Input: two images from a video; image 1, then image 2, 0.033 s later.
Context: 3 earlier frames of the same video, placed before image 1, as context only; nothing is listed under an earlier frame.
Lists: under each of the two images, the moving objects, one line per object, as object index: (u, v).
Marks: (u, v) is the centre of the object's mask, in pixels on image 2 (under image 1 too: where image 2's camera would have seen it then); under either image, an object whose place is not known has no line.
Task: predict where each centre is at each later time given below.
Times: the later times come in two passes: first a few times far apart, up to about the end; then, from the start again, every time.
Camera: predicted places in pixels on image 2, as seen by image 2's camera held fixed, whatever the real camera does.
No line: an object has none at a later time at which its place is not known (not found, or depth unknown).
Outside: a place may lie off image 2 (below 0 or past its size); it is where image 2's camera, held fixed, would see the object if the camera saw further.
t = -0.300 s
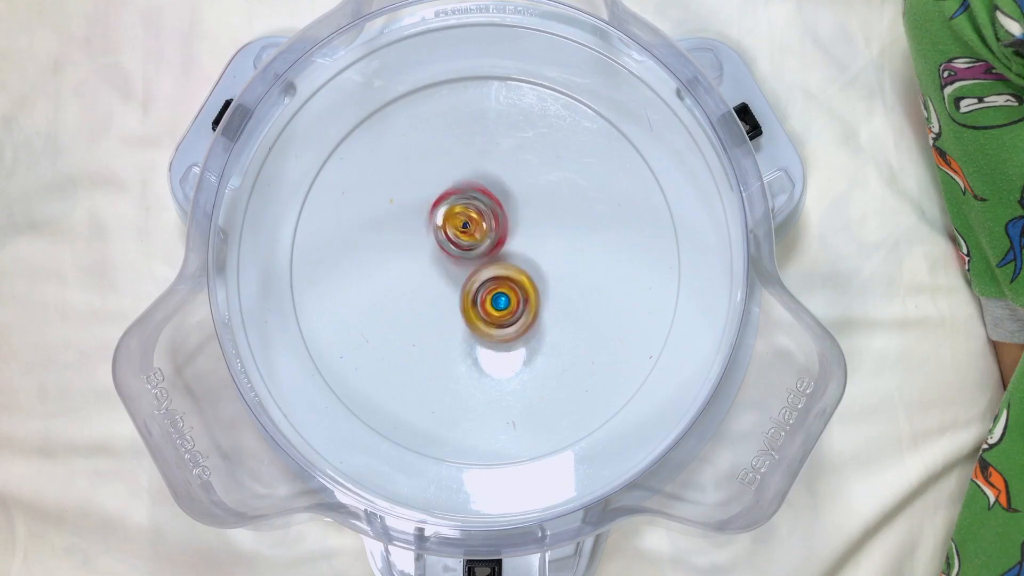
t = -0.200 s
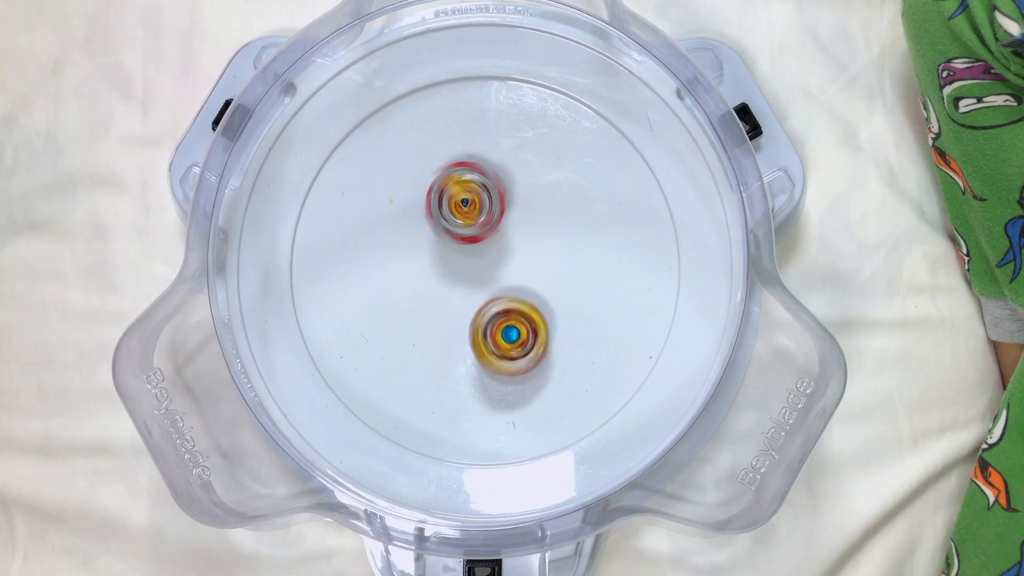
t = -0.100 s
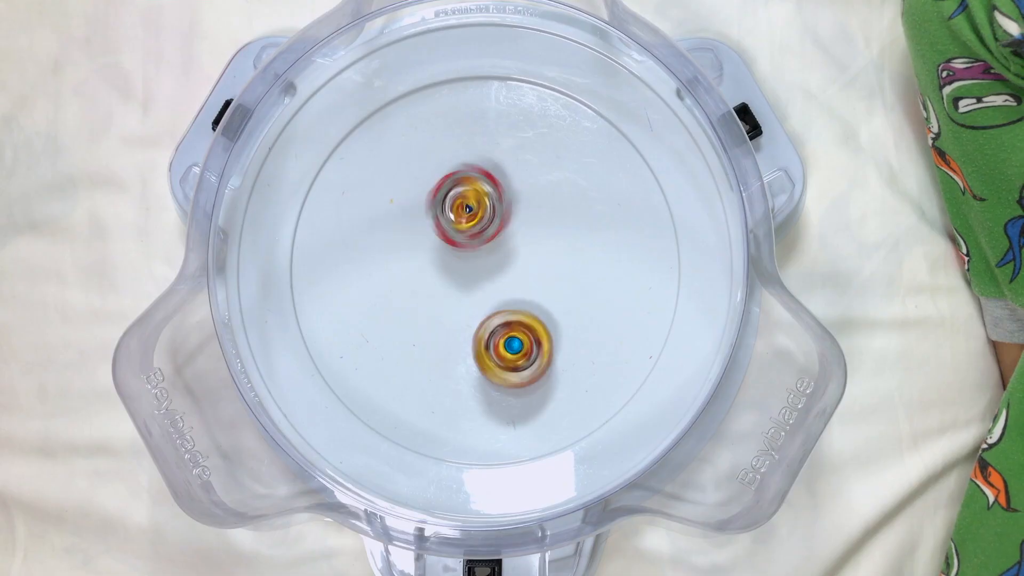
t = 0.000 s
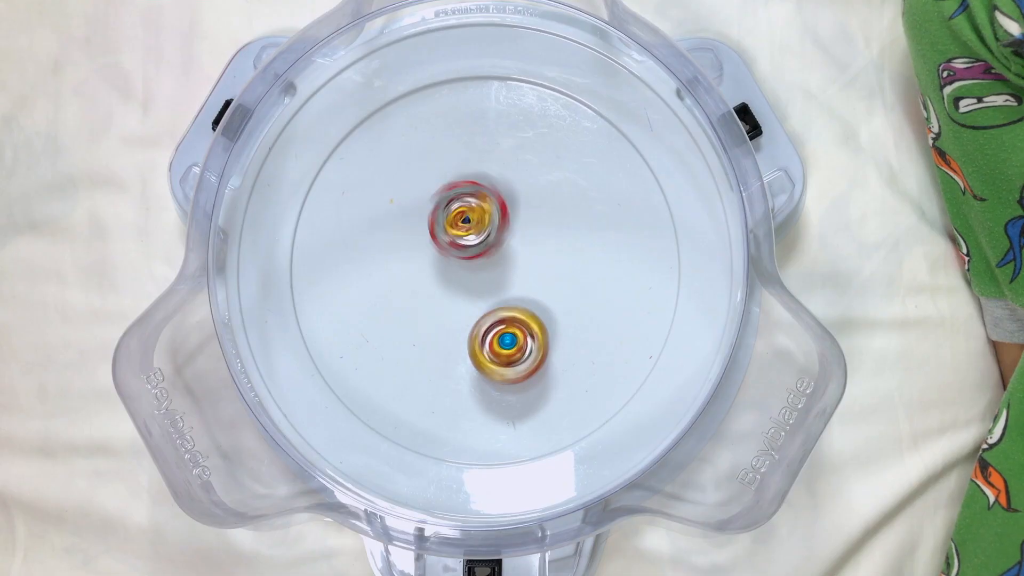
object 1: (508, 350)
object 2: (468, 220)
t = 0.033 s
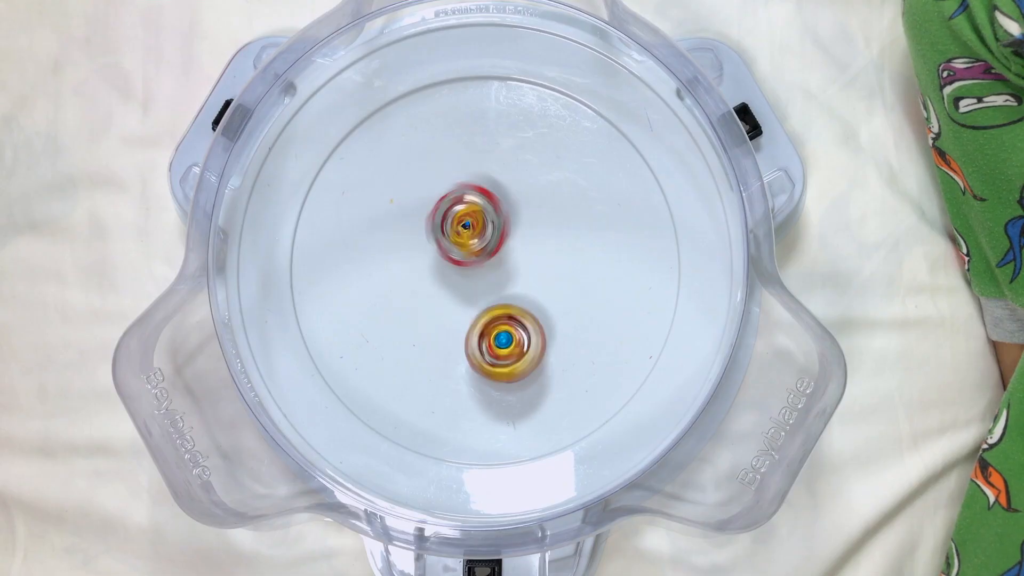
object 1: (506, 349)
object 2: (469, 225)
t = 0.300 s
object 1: (510, 343)
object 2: (443, 236)
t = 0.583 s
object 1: (498, 328)
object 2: (444, 233)
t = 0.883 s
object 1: (511, 390)
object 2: (448, 152)
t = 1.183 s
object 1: (538, 315)
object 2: (481, 220)
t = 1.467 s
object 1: (560, 290)
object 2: (436, 274)
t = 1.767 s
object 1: (537, 280)
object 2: (449, 261)
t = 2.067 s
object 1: (523, 273)
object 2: (445, 287)
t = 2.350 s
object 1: (506, 235)
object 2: (454, 300)
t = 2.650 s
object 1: (497, 217)
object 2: (472, 296)
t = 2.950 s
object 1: (479, 220)
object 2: (463, 294)
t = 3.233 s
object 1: (509, 238)
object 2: (459, 299)
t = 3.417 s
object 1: (518, 244)
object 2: (458, 305)
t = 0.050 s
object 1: (503, 349)
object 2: (469, 227)
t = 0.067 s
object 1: (502, 347)
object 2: (470, 232)
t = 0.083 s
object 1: (500, 347)
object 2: (471, 236)
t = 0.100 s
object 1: (498, 347)
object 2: (470, 239)
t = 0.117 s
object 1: (497, 345)
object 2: (469, 242)
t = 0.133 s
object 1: (497, 344)
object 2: (468, 244)
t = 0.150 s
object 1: (496, 344)
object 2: (468, 246)
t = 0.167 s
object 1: (496, 341)
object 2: (468, 249)
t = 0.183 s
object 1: (495, 339)
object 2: (466, 251)
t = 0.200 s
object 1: (495, 338)
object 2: (465, 253)
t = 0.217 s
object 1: (495, 335)
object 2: (464, 254)
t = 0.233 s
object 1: (494, 333)
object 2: (463, 255)
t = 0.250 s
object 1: (496, 334)
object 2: (459, 251)
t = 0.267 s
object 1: (503, 336)
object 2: (452, 246)
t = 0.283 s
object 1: (505, 340)
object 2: (446, 241)
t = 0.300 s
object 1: (510, 343)
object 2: (443, 236)
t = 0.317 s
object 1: (513, 344)
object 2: (440, 232)
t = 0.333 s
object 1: (515, 344)
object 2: (437, 230)
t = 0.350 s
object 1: (517, 343)
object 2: (433, 228)
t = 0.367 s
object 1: (517, 343)
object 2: (432, 226)
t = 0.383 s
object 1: (517, 341)
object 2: (432, 224)
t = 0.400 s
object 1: (514, 342)
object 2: (432, 223)
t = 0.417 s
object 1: (515, 340)
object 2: (433, 223)
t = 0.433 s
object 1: (513, 339)
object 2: (432, 222)
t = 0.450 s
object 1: (512, 339)
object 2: (434, 222)
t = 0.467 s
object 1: (512, 338)
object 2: (435, 222)
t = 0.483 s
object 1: (510, 337)
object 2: (436, 222)
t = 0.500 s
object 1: (509, 334)
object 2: (438, 226)
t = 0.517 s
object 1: (506, 335)
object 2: (438, 227)
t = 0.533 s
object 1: (505, 331)
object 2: (439, 228)
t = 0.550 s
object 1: (502, 331)
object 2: (441, 229)
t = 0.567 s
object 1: (500, 329)
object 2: (442, 230)
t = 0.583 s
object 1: (498, 328)
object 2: (444, 233)
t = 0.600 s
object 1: (495, 327)
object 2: (445, 236)
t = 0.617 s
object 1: (493, 323)
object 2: (447, 236)
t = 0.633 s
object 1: (488, 323)
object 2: (449, 238)
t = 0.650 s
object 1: (488, 321)
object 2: (452, 241)
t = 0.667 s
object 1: (485, 320)
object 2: (454, 242)
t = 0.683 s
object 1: (482, 317)
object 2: (457, 244)
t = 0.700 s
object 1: (483, 326)
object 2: (456, 235)
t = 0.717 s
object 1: (486, 334)
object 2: (453, 222)
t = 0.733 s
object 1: (489, 349)
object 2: (450, 208)
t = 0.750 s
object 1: (492, 354)
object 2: (450, 196)
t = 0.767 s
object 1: (492, 368)
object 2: (450, 187)
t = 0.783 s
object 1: (499, 375)
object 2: (449, 179)
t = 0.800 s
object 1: (501, 376)
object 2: (448, 172)
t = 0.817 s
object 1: (504, 386)
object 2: (448, 166)
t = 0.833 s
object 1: (506, 383)
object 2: (447, 161)
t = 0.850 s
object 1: (508, 390)
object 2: (447, 157)
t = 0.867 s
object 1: (509, 385)
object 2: (446, 153)
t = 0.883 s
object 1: (511, 390)
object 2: (448, 152)
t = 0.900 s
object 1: (512, 382)
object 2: (451, 150)
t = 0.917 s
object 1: (511, 385)
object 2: (453, 151)
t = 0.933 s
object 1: (514, 383)
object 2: (455, 152)
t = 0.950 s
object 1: (513, 378)
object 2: (458, 154)
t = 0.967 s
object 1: (516, 375)
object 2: (460, 156)
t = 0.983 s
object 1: (515, 370)
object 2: (462, 159)
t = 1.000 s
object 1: (518, 367)
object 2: (465, 163)
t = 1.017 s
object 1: (519, 362)
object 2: (466, 168)
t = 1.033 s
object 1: (522, 357)
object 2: (469, 173)
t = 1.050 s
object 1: (522, 348)
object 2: (469, 181)
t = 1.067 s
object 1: (523, 349)
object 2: (470, 187)
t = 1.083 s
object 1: (527, 344)
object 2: (470, 192)
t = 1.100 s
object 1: (527, 338)
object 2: (471, 197)
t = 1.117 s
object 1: (531, 334)
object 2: (472, 202)
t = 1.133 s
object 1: (530, 329)
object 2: (474, 206)
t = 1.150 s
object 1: (534, 325)
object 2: (476, 210)
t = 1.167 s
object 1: (534, 320)
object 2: (478, 215)
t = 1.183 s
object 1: (538, 315)
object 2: (481, 220)
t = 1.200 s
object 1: (538, 310)
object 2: (483, 225)
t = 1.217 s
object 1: (540, 306)
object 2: (484, 229)
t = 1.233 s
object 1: (542, 303)
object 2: (484, 234)
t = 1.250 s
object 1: (543, 298)
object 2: (485, 239)
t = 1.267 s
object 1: (546, 297)
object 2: (483, 243)
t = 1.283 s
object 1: (550, 295)
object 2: (479, 247)
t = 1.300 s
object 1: (555, 294)
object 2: (474, 250)
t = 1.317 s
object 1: (556, 289)
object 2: (468, 253)
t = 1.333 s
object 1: (559, 293)
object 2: (463, 256)
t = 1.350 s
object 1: (560, 292)
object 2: (460, 260)
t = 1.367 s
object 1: (559, 291)
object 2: (455, 264)
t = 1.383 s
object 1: (561, 292)
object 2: (451, 266)
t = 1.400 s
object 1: (560, 291)
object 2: (448, 269)
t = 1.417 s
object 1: (559, 291)
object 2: (443, 271)
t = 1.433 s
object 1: (560, 291)
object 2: (441, 272)
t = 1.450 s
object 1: (559, 290)
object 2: (439, 273)
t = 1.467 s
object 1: (560, 290)
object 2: (436, 274)
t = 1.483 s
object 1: (559, 290)
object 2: (435, 273)
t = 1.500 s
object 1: (559, 289)
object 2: (435, 274)
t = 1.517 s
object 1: (559, 290)
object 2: (434, 275)
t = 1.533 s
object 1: (558, 288)
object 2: (432, 275)
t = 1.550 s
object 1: (559, 288)
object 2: (431, 274)
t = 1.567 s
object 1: (558, 288)
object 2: (432, 274)
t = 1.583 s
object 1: (557, 287)
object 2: (432, 273)
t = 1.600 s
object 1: (557, 287)
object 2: (432, 273)
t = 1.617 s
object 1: (556, 284)
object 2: (433, 272)
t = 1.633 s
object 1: (556, 284)
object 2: (433, 271)
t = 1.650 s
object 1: (555, 284)
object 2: (435, 270)
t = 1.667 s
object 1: (554, 282)
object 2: (437, 269)
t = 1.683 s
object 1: (553, 281)
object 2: (438, 267)
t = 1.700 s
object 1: (550, 279)
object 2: (440, 265)
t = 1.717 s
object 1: (547, 279)
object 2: (442, 264)
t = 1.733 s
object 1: (544, 279)
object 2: (443, 262)
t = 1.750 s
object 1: (541, 278)
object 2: (446, 261)
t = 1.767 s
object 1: (537, 280)
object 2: (449, 261)
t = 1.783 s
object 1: (534, 280)
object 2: (453, 261)
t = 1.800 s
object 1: (532, 282)
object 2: (456, 261)
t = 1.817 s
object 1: (529, 283)
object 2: (458, 263)
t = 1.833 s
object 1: (529, 283)
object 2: (459, 268)
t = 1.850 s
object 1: (527, 282)
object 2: (459, 271)
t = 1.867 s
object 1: (529, 288)
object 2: (458, 274)
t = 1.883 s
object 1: (530, 282)
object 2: (456, 275)
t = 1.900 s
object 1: (531, 282)
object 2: (455, 276)
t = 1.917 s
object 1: (535, 284)
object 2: (451, 279)
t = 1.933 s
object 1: (536, 277)
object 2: (447, 281)
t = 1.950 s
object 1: (537, 275)
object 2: (443, 283)
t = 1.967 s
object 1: (538, 276)
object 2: (441, 284)
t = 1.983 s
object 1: (536, 271)
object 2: (440, 284)
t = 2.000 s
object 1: (534, 270)
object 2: (439, 286)
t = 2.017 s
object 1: (531, 273)
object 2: (440, 287)
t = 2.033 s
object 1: (528, 269)
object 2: (441, 287)
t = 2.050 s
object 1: (525, 269)
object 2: (443, 287)
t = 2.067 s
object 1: (523, 273)
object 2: (445, 287)
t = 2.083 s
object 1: (523, 266)
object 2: (445, 290)
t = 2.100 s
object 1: (522, 265)
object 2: (447, 292)
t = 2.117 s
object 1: (520, 264)
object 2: (448, 295)
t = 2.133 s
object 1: (520, 268)
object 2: (449, 299)
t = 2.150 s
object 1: (519, 261)
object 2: (450, 301)
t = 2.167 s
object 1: (518, 259)
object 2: (450, 302)
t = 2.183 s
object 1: (516, 263)
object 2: (449, 301)
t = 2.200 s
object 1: (517, 262)
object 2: (449, 300)
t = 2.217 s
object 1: (515, 257)
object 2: (449, 299)
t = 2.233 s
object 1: (513, 255)
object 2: (449, 298)
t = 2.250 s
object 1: (512, 258)
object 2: (449, 297)
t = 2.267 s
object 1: (511, 257)
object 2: (450, 295)
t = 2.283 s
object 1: (509, 251)
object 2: (451, 293)
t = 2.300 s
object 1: (509, 246)
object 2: (450, 296)
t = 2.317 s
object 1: (508, 247)
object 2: (450, 297)
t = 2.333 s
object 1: (508, 242)
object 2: (451, 298)
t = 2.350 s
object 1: (506, 235)
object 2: (454, 300)
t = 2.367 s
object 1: (504, 231)
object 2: (455, 303)
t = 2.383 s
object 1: (503, 229)
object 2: (456, 306)
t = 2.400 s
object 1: (501, 226)
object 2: (457, 308)
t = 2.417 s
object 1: (499, 223)
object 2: (457, 310)
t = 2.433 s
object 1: (498, 221)
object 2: (455, 312)
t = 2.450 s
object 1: (496, 220)
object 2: (454, 313)
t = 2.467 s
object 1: (496, 219)
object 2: (452, 311)
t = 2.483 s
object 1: (495, 218)
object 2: (451, 310)
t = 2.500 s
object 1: (494, 217)
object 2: (451, 307)
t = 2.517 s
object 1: (493, 216)
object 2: (451, 304)
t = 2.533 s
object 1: (493, 216)
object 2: (452, 300)
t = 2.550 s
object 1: (493, 216)
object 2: (455, 297)
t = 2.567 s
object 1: (494, 217)
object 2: (460, 294)
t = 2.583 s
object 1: (494, 217)
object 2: (463, 293)
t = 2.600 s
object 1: (494, 217)
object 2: (465, 294)
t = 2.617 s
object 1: (495, 217)
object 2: (469, 293)
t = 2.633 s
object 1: (496, 217)
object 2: (471, 295)
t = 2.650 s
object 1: (497, 217)
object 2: (472, 296)
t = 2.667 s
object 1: (497, 215)
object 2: (472, 297)
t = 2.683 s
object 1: (497, 215)
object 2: (472, 298)
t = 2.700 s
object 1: (497, 215)
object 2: (472, 297)
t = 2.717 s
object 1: (497, 216)
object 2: (471, 296)
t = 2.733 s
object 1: (497, 216)
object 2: (471, 295)
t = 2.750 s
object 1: (497, 216)
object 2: (471, 293)
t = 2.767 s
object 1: (496, 216)
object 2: (471, 290)
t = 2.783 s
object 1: (496, 215)
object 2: (471, 289)
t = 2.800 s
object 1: (495, 214)
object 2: (470, 290)
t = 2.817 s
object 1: (494, 214)
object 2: (469, 290)
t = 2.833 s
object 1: (492, 213)
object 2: (469, 290)
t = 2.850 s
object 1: (490, 214)
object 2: (468, 291)
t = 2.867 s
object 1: (488, 213)
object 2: (468, 291)
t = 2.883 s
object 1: (486, 213)
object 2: (466, 292)
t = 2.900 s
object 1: (483, 213)
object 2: (465, 293)
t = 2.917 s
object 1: (481, 214)
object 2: (465, 293)
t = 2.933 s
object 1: (480, 216)
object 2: (463, 294)
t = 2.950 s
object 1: (479, 220)
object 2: (463, 294)
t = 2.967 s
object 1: (479, 224)
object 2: (462, 293)
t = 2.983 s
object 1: (479, 228)
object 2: (463, 292)
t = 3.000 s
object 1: (481, 231)
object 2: (463, 293)
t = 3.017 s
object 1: (483, 235)
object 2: (461, 295)
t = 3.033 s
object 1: (485, 238)
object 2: (460, 296)
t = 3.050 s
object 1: (489, 239)
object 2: (459, 297)
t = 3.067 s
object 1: (492, 240)
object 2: (459, 298)
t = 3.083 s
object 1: (494, 242)
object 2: (460, 298)
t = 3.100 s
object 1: (497, 241)
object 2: (460, 299)
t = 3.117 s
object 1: (498, 241)
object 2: (460, 298)
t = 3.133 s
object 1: (498, 241)
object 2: (461, 299)
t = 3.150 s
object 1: (498, 242)
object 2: (461, 298)
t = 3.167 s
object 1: (498, 243)
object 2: (462, 297)
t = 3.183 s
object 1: (500, 242)
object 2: (461, 297)
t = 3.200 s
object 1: (503, 240)
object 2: (460, 298)
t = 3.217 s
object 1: (506, 239)
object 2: (459, 299)
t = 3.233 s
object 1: (509, 238)
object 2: (459, 299)
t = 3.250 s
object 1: (512, 237)
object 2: (459, 300)
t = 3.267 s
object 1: (514, 237)
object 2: (458, 300)
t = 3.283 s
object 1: (517, 237)
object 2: (458, 301)
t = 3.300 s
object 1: (519, 237)
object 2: (458, 302)
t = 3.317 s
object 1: (521, 237)
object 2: (458, 302)
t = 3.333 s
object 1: (522, 237)
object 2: (458, 303)
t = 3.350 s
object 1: (522, 237)
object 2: (458, 304)
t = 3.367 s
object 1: (522, 237)
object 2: (458, 305)
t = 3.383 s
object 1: (519, 242)
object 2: (458, 305)
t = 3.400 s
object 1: (519, 243)
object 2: (457, 305)
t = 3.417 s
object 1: (518, 244)
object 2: (458, 305)
